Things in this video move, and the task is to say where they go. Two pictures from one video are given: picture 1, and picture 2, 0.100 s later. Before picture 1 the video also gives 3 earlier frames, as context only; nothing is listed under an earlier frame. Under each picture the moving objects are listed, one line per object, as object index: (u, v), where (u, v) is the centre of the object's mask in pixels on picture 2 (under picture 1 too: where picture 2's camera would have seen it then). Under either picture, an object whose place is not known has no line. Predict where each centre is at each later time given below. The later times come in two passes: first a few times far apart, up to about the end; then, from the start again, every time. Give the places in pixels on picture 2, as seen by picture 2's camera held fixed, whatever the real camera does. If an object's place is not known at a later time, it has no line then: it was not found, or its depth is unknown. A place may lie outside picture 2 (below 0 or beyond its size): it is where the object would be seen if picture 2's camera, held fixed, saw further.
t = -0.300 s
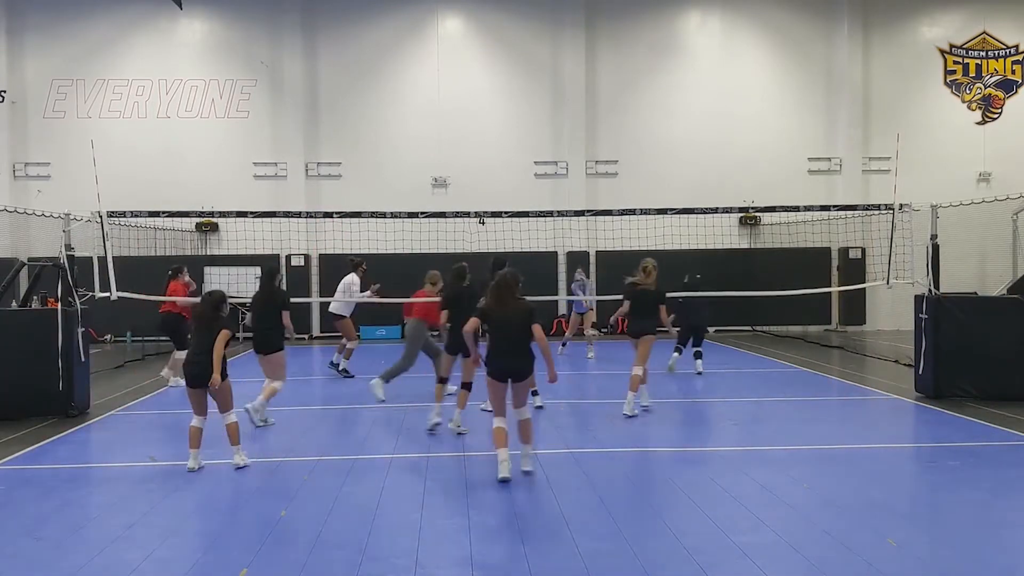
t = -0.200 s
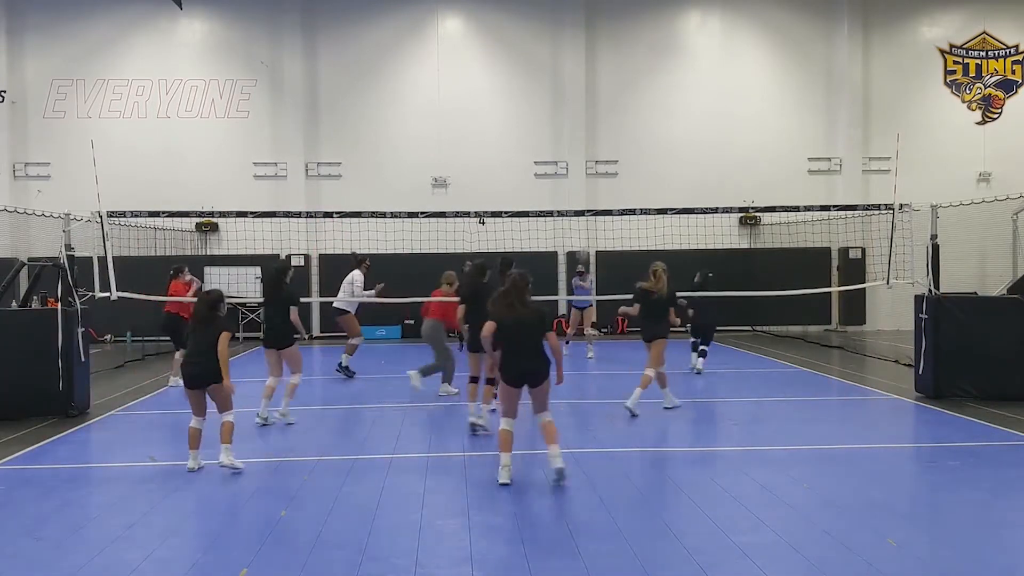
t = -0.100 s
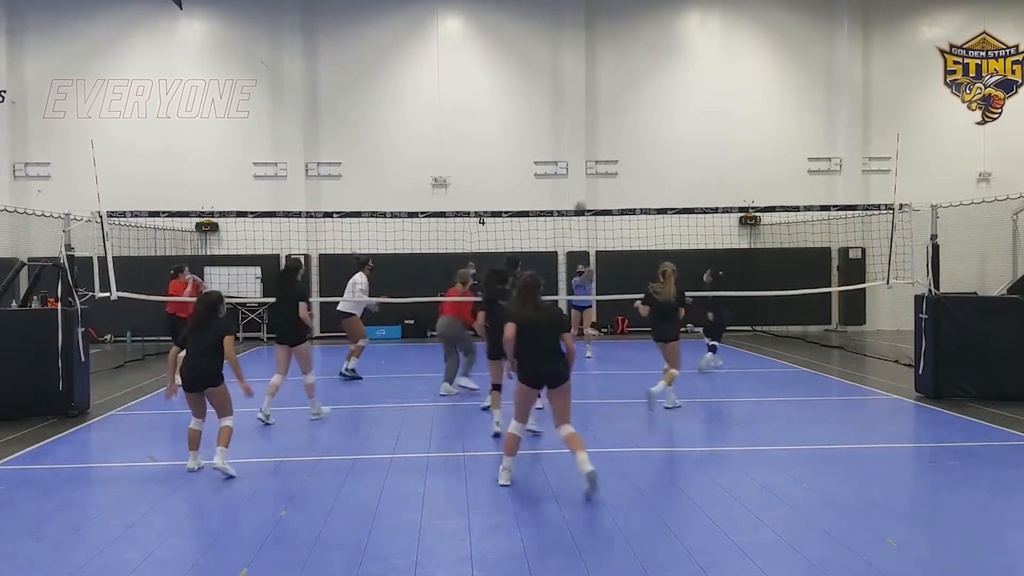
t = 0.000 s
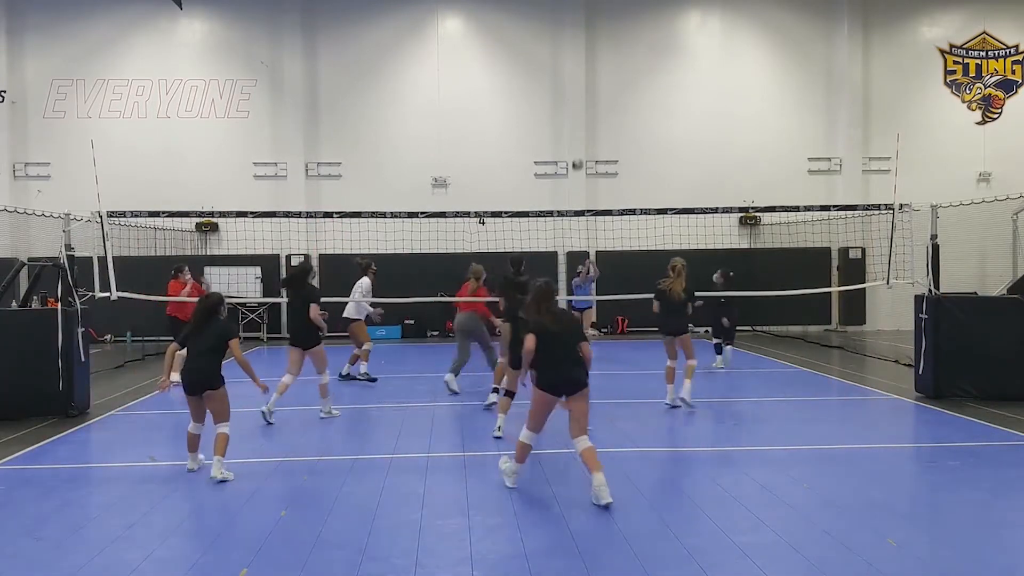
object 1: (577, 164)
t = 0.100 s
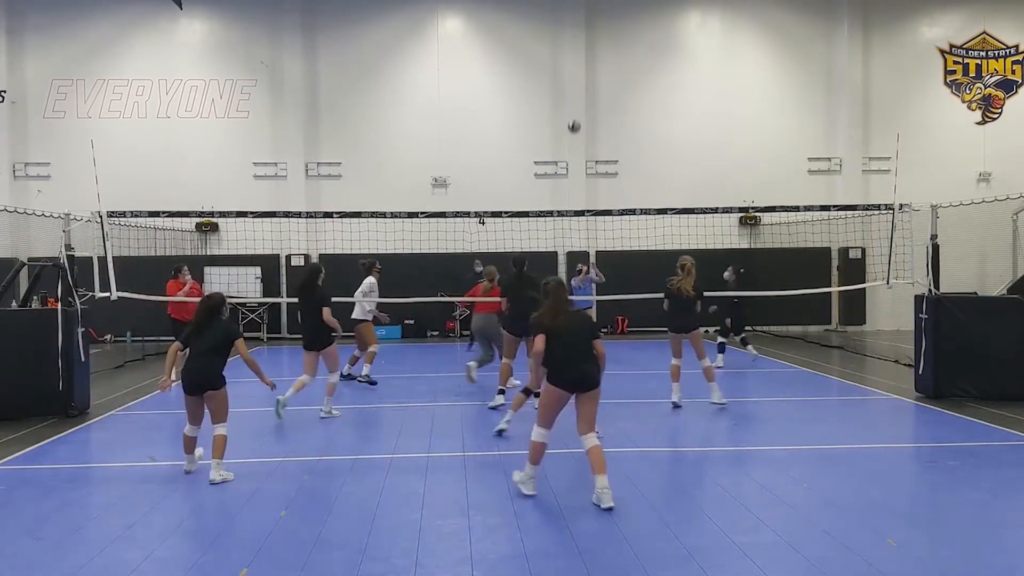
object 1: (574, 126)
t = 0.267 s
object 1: (569, 76)
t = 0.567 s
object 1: (559, 28)
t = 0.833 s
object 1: (550, 36)
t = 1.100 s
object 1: (541, 98)
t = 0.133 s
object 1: (573, 115)
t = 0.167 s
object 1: (572, 105)
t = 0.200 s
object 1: (571, 95)
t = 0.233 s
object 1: (570, 85)
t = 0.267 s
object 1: (569, 76)
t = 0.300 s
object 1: (568, 68)
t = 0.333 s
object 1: (567, 60)
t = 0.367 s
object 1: (566, 54)
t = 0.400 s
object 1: (565, 48)
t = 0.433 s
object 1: (563, 43)
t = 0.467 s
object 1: (562, 38)
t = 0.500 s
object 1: (561, 33)
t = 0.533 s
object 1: (560, 30)
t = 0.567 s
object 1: (559, 28)
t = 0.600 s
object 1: (557, 27)
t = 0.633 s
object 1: (557, 25)
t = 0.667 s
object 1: (555, 25)
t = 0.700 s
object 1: (554, 26)
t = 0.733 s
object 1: (553, 27)
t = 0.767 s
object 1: (552, 29)
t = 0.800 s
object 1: (551, 33)
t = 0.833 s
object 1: (550, 36)
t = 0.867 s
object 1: (549, 41)
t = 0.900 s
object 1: (547, 46)
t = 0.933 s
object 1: (547, 53)
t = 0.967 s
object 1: (546, 60)
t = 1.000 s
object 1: (544, 68)
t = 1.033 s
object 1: (543, 77)
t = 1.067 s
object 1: (542, 87)
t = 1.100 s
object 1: (541, 98)
